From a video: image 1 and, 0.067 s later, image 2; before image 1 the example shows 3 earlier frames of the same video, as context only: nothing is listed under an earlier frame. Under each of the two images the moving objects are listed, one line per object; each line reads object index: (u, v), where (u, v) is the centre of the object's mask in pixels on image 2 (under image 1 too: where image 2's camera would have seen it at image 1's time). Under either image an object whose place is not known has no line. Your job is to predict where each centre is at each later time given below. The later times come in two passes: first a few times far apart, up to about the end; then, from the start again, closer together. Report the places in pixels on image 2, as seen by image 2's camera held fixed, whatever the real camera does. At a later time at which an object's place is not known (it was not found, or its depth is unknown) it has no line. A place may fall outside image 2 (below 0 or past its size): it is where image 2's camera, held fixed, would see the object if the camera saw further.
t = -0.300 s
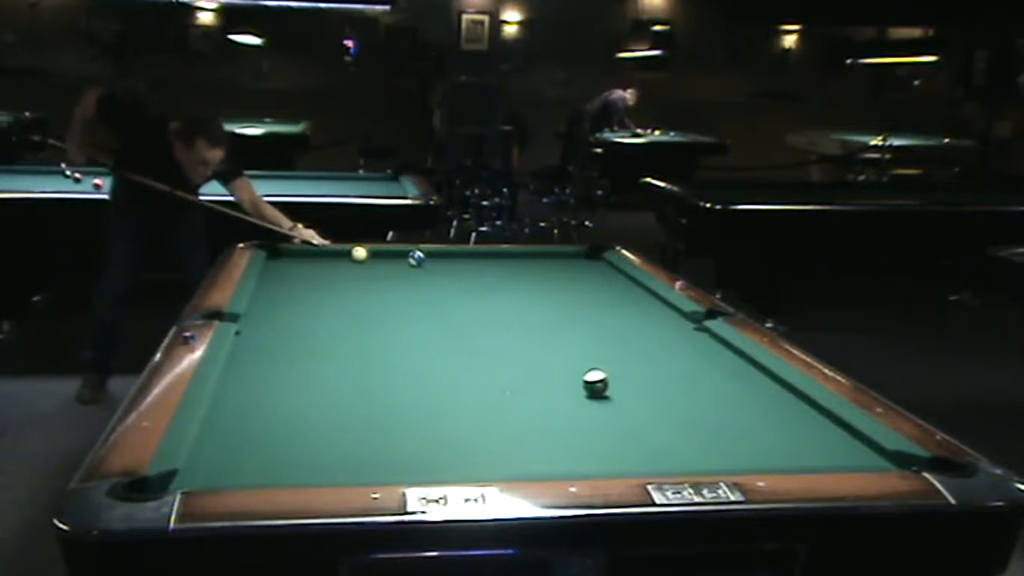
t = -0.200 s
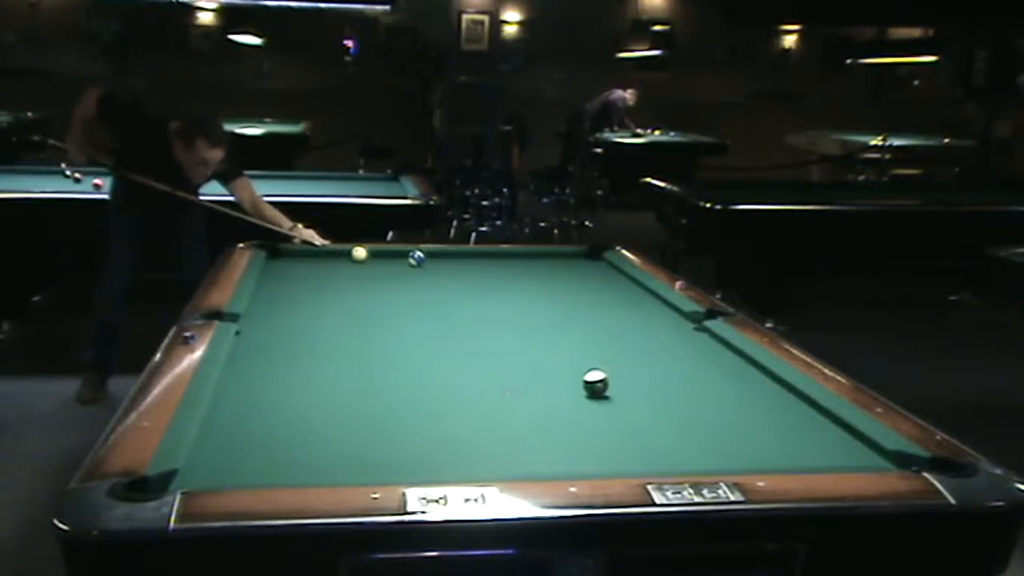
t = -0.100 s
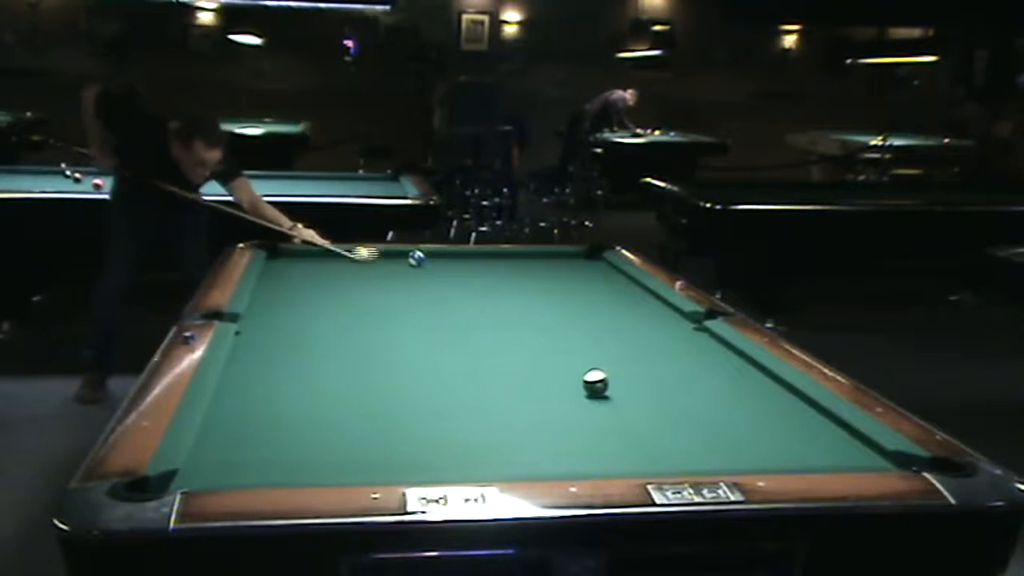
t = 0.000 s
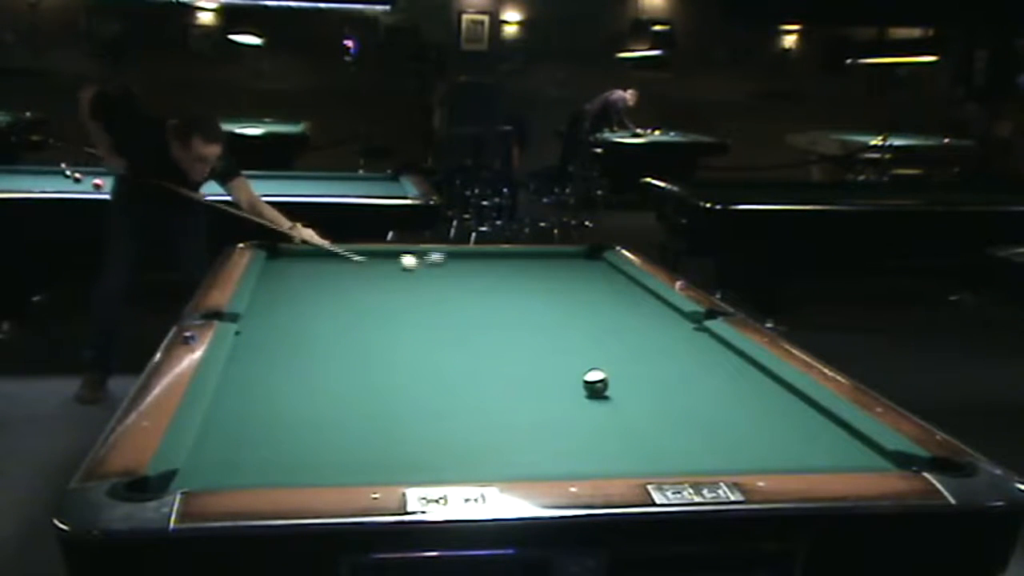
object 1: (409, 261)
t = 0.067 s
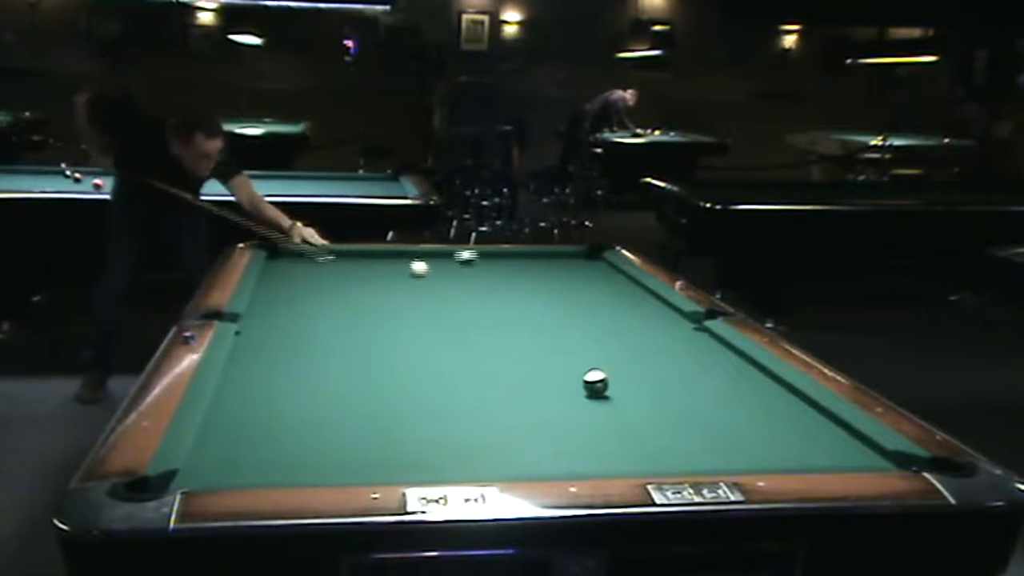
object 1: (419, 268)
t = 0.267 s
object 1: (443, 285)
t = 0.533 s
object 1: (458, 306)
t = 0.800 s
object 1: (469, 330)
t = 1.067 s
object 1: (482, 358)
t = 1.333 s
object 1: (497, 392)
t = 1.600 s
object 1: (516, 434)
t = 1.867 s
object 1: (516, 460)
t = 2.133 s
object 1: (462, 440)
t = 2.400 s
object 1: (417, 419)
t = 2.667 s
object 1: (377, 402)
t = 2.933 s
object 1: (343, 388)
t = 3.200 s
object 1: (312, 375)
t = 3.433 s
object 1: (289, 365)
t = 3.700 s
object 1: (265, 355)
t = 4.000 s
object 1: (243, 346)
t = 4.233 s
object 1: (255, 340)
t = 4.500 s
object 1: (266, 335)
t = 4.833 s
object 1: (279, 329)
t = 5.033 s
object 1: (285, 327)
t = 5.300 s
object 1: (292, 324)
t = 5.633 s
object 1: (298, 321)
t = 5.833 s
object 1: (302, 320)
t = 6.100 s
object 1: (306, 318)
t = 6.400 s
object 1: (306, 317)
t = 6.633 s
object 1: (306, 317)
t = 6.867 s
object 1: (306, 317)
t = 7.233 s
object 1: (306, 317)
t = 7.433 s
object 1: (306, 317)
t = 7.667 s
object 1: (306, 317)
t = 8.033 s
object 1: (306, 317)
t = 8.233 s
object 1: (306, 317)
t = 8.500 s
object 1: (306, 317)
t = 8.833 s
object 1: (306, 317)
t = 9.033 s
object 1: (306, 317)
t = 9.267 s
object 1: (306, 317)
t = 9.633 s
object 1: (307, 317)
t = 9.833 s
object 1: (307, 317)
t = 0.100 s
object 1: (423, 271)
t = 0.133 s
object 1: (428, 274)
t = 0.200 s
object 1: (436, 279)
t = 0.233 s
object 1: (440, 282)
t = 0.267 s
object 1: (443, 285)
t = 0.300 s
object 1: (446, 288)
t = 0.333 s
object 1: (449, 291)
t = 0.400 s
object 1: (453, 296)
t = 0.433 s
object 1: (454, 298)
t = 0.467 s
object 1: (455, 301)
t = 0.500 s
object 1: (456, 303)
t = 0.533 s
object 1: (458, 306)
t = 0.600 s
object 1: (460, 312)
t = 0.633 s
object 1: (461, 315)
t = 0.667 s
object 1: (463, 317)
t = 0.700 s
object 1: (464, 321)
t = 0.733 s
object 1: (465, 323)
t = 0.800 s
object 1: (469, 330)
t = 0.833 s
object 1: (470, 333)
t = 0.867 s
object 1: (472, 336)
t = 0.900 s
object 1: (473, 339)
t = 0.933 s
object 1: (475, 344)
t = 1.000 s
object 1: (478, 351)
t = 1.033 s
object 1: (480, 355)
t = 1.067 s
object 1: (482, 358)
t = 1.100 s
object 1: (484, 361)
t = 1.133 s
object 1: (485, 365)
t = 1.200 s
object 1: (489, 374)
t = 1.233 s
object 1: (491, 378)
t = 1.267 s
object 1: (493, 383)
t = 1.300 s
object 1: (495, 387)
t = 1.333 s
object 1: (497, 392)
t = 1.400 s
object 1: (502, 401)
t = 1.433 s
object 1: (504, 406)
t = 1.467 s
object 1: (506, 411)
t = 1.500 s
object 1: (509, 416)
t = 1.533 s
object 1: (511, 422)
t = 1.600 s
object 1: (516, 434)
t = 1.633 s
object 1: (519, 439)
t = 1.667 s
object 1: (522, 446)
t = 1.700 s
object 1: (524, 451)
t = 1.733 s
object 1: (527, 458)
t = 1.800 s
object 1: (532, 465)
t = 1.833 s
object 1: (524, 463)
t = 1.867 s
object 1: (516, 460)
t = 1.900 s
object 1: (509, 459)
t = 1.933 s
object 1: (501, 458)
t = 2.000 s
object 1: (487, 454)
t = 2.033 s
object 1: (480, 452)
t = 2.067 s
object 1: (475, 445)
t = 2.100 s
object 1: (468, 443)
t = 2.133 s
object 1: (462, 440)
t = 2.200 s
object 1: (450, 434)
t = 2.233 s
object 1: (444, 432)
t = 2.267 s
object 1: (439, 429)
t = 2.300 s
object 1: (433, 427)
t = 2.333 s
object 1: (427, 424)
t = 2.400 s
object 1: (417, 419)
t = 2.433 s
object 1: (411, 417)
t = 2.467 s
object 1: (407, 415)
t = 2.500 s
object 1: (401, 413)
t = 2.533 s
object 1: (396, 411)
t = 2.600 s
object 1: (387, 407)
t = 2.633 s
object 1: (382, 404)
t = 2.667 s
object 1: (377, 402)
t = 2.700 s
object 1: (372, 400)
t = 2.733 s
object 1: (368, 399)
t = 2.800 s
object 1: (359, 395)
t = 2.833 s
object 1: (355, 393)
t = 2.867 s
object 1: (351, 391)
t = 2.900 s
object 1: (347, 390)
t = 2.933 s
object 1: (343, 388)
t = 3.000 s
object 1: (335, 385)
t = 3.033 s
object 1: (331, 383)
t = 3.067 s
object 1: (327, 381)
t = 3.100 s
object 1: (324, 380)
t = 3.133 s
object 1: (320, 378)
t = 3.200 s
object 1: (312, 375)
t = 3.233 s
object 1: (309, 373)
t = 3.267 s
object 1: (306, 372)
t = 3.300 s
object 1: (302, 371)
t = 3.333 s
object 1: (299, 370)
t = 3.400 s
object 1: (292, 367)
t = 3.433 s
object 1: (289, 365)
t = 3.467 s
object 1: (286, 364)
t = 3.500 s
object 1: (283, 363)
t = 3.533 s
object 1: (279, 362)
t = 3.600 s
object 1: (274, 359)
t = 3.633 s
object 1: (270, 358)
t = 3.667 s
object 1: (268, 357)
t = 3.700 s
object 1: (265, 355)
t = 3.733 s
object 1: (262, 354)
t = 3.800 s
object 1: (256, 352)
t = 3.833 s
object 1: (253, 351)
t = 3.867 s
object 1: (251, 350)
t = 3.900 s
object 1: (248, 349)
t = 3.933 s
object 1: (246, 348)
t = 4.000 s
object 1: (243, 346)
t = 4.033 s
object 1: (245, 345)
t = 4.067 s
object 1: (247, 344)
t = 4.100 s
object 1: (249, 343)
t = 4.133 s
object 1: (250, 343)
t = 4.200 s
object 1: (253, 341)
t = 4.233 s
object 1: (255, 340)
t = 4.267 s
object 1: (256, 340)
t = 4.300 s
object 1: (258, 339)
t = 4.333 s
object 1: (260, 338)
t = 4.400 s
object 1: (262, 337)
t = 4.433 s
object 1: (264, 336)
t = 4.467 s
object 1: (265, 336)
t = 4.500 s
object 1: (266, 335)
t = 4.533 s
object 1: (268, 334)
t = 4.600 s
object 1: (270, 333)
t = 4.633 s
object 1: (272, 332)
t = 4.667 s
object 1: (273, 332)
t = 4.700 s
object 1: (274, 332)
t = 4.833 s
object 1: (279, 329)
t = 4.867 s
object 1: (280, 329)
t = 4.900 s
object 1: (281, 328)
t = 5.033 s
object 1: (285, 327)
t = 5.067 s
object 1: (286, 326)
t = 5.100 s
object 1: (287, 326)
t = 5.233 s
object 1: (290, 324)
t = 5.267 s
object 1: (291, 324)
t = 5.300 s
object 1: (292, 324)
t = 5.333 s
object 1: (292, 324)
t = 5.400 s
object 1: (294, 323)
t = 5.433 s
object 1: (295, 323)
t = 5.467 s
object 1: (296, 322)
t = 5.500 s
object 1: (296, 322)
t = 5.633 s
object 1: (298, 321)
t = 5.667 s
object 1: (299, 321)
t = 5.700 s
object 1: (300, 320)
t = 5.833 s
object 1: (302, 320)
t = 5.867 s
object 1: (303, 319)
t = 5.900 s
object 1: (303, 319)
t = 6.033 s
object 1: (304, 318)
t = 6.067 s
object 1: (305, 318)
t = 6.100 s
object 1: (306, 318)
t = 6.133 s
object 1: (305, 318)
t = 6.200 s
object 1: (306, 318)
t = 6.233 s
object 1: (306, 317)
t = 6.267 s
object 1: (306, 317)
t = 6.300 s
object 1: (306, 317)
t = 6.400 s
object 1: (306, 317)
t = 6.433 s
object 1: (306, 317)
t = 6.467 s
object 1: (306, 317)
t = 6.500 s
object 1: (306, 317)
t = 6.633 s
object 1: (306, 317)
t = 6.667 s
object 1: (306, 317)
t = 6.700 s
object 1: (306, 317)
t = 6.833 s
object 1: (306, 317)
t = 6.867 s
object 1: (306, 317)
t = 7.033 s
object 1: (306, 317)
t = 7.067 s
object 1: (306, 317)
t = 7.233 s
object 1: (306, 317)
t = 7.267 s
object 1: (306, 317)
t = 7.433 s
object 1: (306, 317)
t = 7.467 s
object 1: (306, 317)
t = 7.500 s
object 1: (306, 317)
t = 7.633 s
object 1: (306, 317)
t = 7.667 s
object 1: (306, 317)
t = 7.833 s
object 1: (306, 317)
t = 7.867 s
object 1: (306, 317)
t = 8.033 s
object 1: (306, 317)
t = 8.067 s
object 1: (306, 317)
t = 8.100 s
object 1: (306, 317)
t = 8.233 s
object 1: (306, 317)
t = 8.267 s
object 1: (306, 317)
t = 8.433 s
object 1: (306, 317)
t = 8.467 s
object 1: (306, 317)
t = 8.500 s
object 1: (306, 317)
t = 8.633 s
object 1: (306, 317)
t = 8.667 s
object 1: (306, 317)
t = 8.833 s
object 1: (306, 317)
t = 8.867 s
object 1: (306, 317)
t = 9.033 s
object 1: (306, 317)
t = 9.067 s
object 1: (306, 317)
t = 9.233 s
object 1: (306, 317)
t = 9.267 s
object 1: (306, 317)
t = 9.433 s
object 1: (307, 317)
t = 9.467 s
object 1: (307, 317)
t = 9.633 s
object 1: (307, 317)
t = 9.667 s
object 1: (307, 317)
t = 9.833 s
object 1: (307, 317)
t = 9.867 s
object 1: (307, 317)
